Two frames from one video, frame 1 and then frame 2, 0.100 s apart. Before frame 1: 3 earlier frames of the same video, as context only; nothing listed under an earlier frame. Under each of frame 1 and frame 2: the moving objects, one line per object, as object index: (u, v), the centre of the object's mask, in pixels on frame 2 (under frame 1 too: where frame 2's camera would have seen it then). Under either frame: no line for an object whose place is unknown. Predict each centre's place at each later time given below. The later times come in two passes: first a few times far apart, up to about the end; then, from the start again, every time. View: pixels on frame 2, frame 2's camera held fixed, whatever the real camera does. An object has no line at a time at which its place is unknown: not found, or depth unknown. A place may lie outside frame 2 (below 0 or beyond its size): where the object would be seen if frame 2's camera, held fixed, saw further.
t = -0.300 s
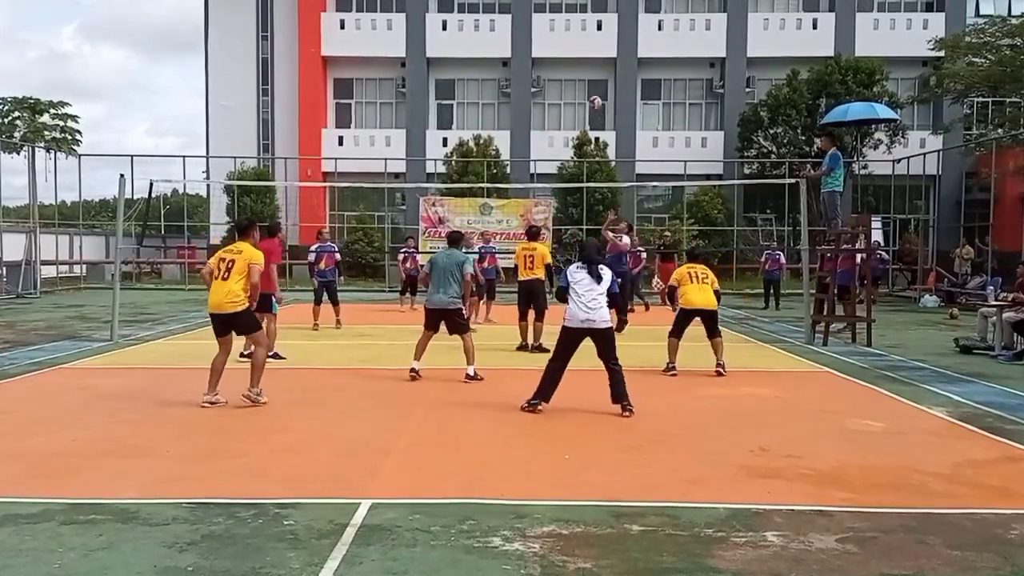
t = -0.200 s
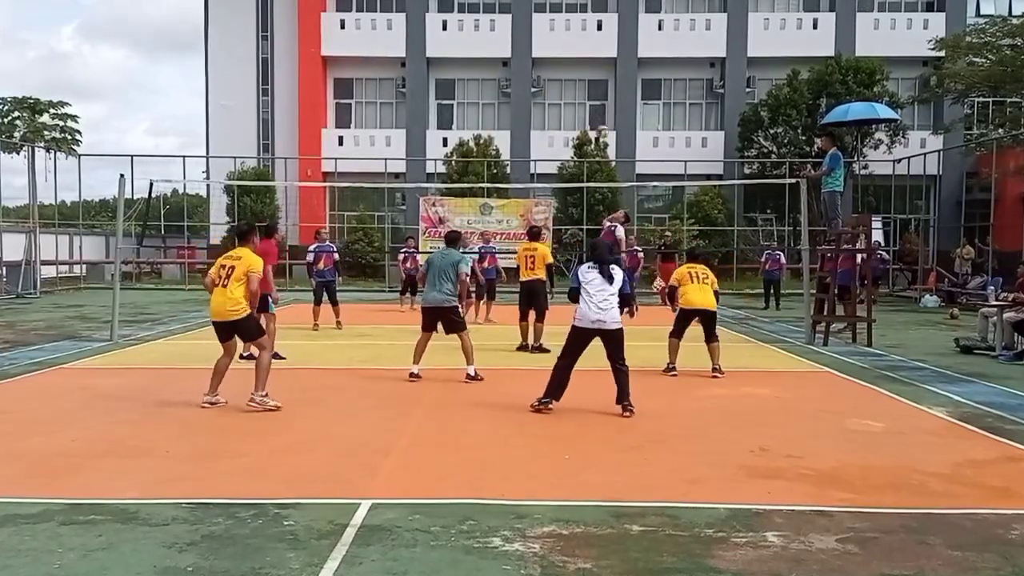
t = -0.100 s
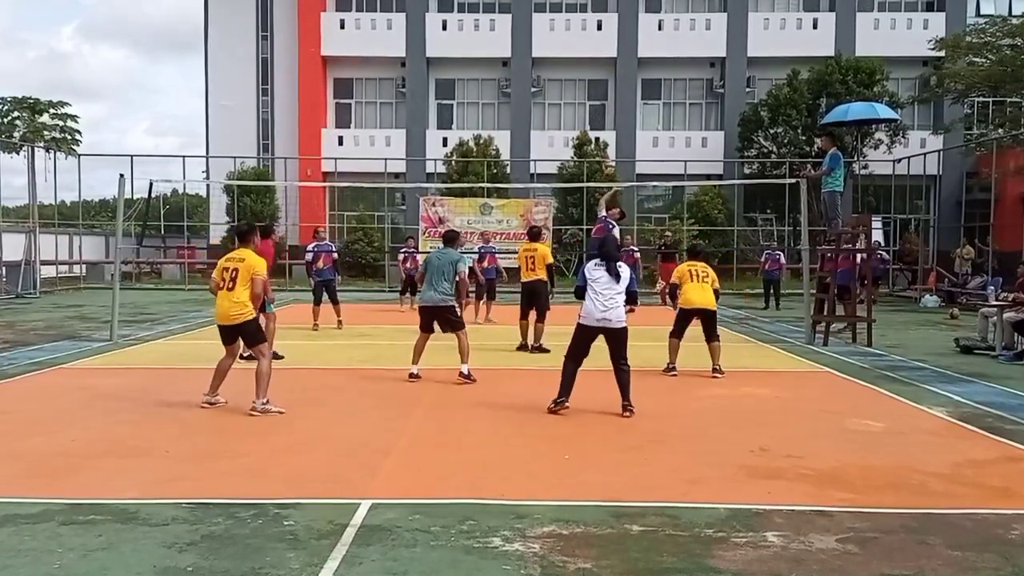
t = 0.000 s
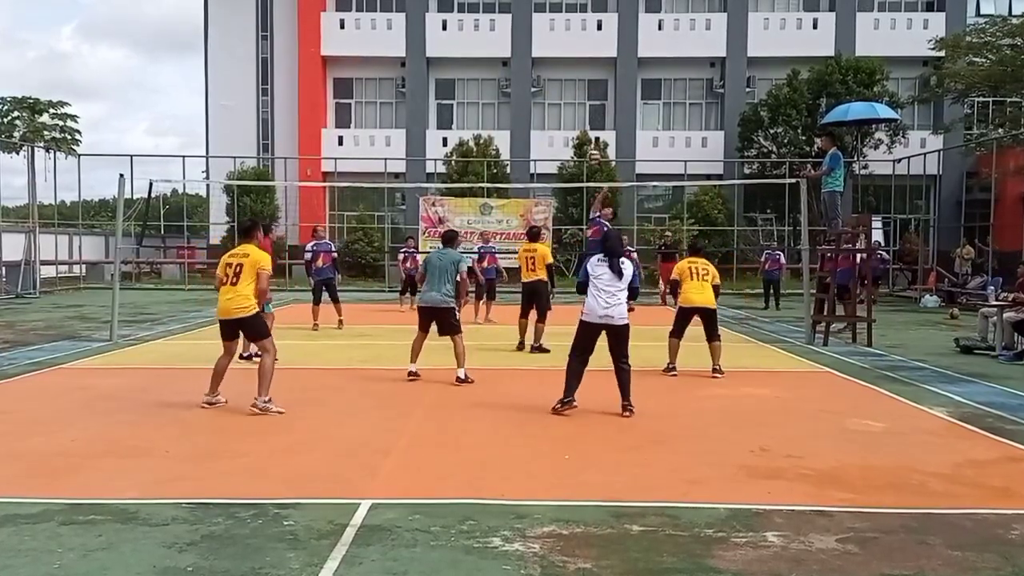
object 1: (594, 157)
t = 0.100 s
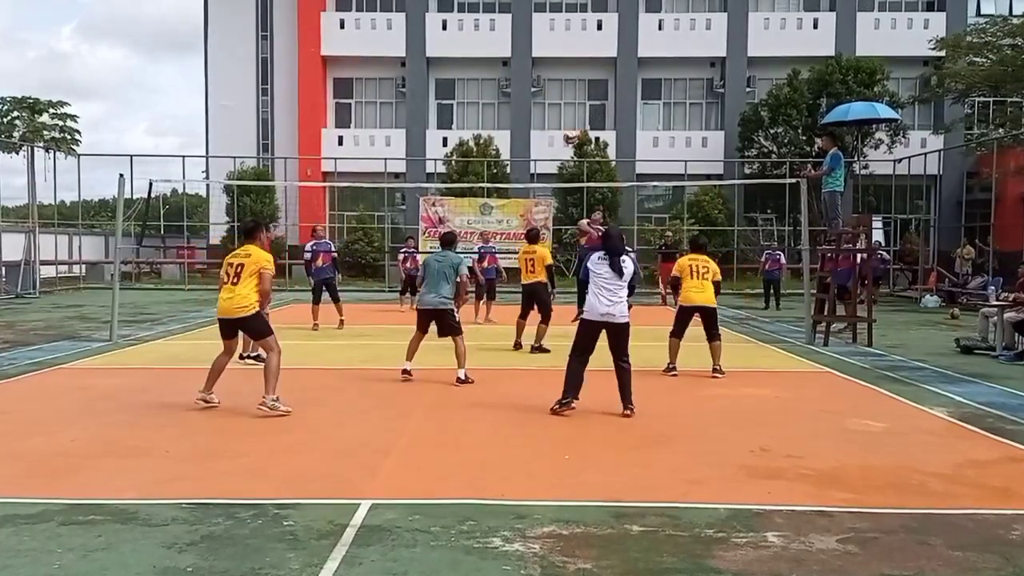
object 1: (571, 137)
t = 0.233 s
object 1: (538, 121)
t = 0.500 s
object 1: (464, 122)
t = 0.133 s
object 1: (562, 132)
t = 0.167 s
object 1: (554, 128)
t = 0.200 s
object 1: (546, 123)
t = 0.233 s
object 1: (538, 121)
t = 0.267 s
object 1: (529, 118)
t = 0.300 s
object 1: (520, 116)
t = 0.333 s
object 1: (511, 116)
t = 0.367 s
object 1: (502, 115)
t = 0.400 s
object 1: (493, 116)
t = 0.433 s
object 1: (484, 117)
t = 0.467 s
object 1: (474, 119)
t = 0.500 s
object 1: (464, 122)
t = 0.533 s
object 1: (455, 125)
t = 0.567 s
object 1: (445, 130)
